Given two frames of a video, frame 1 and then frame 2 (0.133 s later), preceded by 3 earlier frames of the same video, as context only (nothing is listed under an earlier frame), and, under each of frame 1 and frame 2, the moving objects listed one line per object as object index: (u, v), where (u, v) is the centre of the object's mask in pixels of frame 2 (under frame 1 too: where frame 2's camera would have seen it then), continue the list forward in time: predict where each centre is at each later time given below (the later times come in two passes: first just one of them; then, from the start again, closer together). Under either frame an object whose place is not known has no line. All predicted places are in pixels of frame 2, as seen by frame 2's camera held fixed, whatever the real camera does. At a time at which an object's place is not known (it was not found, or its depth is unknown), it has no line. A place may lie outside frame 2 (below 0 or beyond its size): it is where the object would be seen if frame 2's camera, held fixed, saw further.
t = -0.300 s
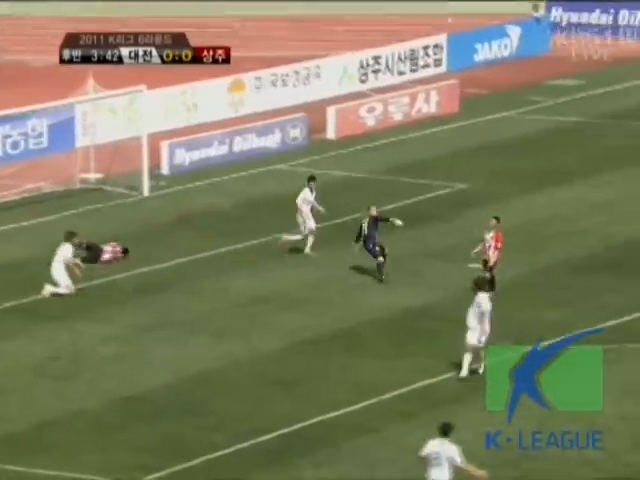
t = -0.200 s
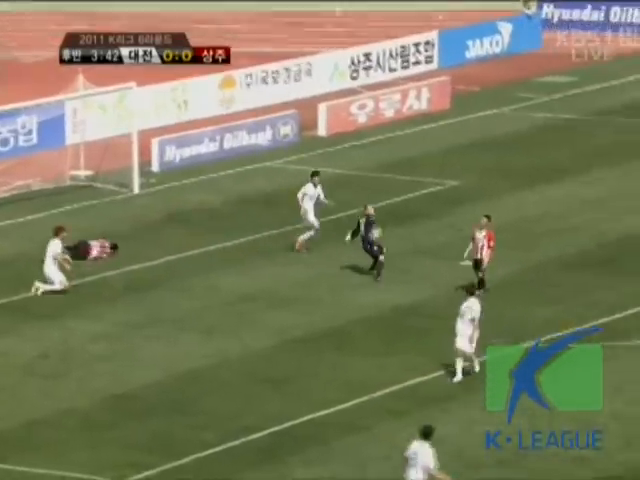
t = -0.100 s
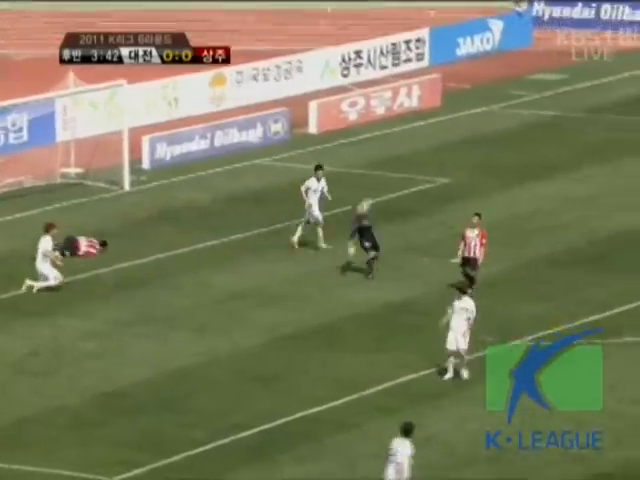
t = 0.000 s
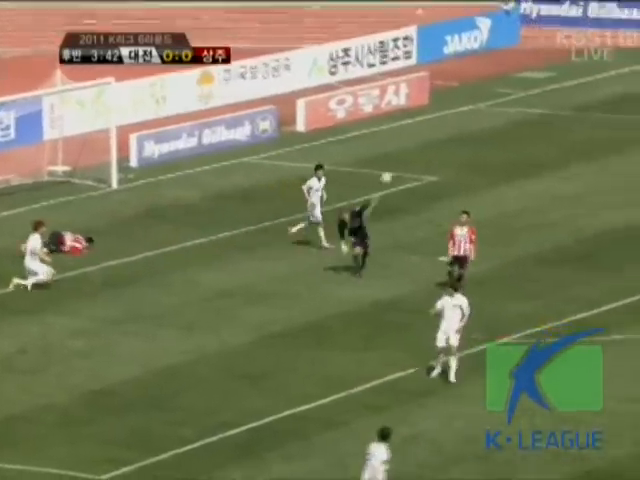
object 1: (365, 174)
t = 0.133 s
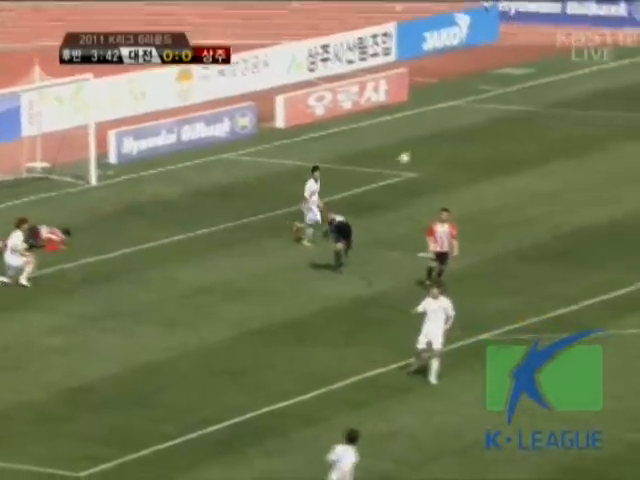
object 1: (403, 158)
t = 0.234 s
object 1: (434, 148)
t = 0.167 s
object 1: (414, 154)
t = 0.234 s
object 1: (434, 148)
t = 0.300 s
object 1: (454, 144)
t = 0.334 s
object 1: (466, 142)
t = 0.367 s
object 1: (477, 139)
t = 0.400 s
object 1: (488, 137)
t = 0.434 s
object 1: (500, 136)
